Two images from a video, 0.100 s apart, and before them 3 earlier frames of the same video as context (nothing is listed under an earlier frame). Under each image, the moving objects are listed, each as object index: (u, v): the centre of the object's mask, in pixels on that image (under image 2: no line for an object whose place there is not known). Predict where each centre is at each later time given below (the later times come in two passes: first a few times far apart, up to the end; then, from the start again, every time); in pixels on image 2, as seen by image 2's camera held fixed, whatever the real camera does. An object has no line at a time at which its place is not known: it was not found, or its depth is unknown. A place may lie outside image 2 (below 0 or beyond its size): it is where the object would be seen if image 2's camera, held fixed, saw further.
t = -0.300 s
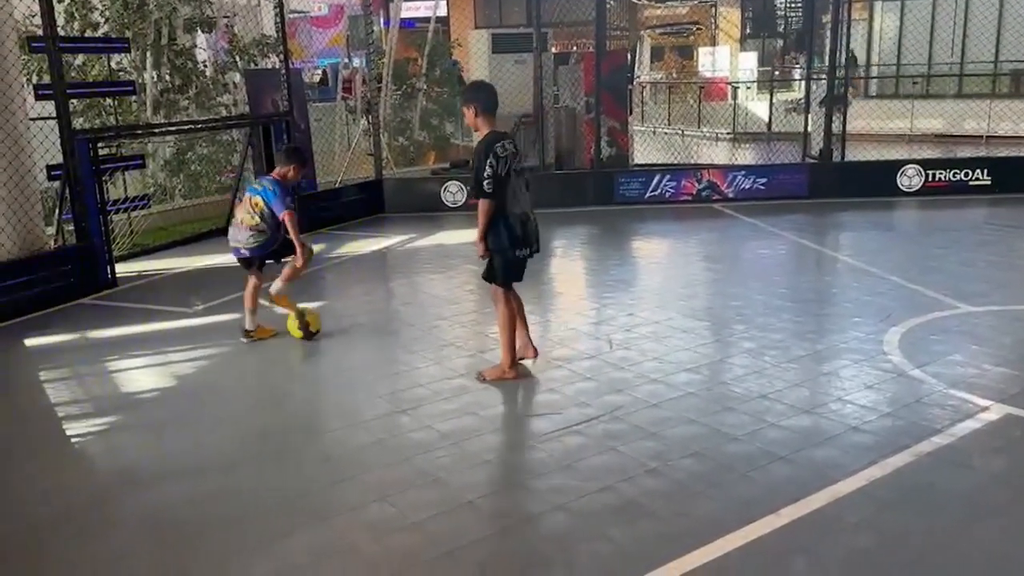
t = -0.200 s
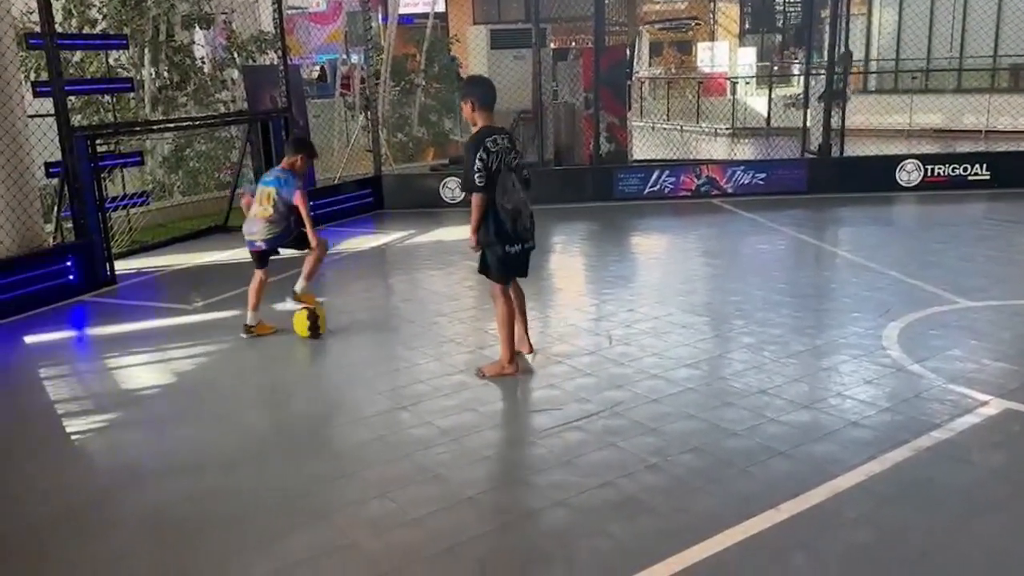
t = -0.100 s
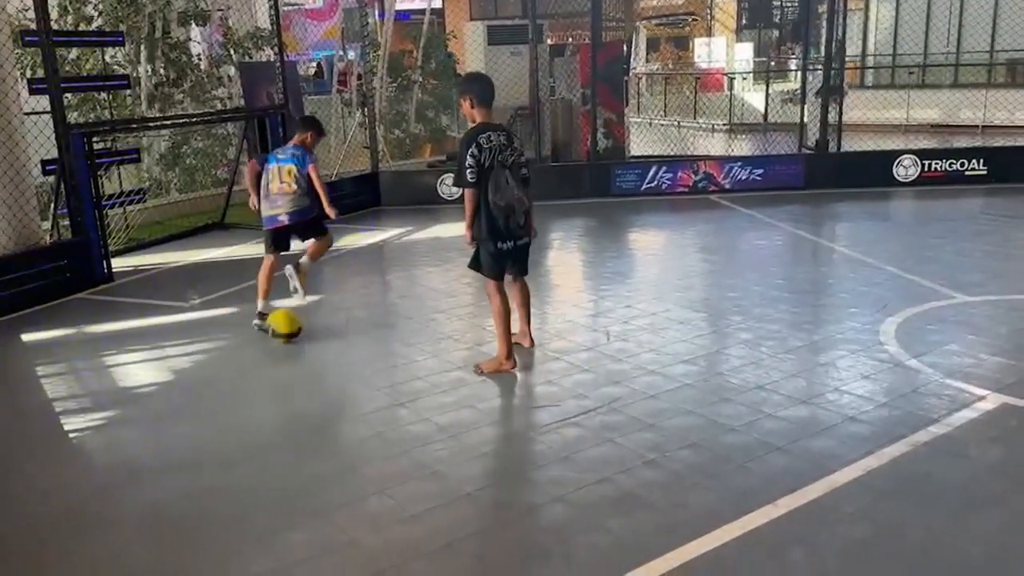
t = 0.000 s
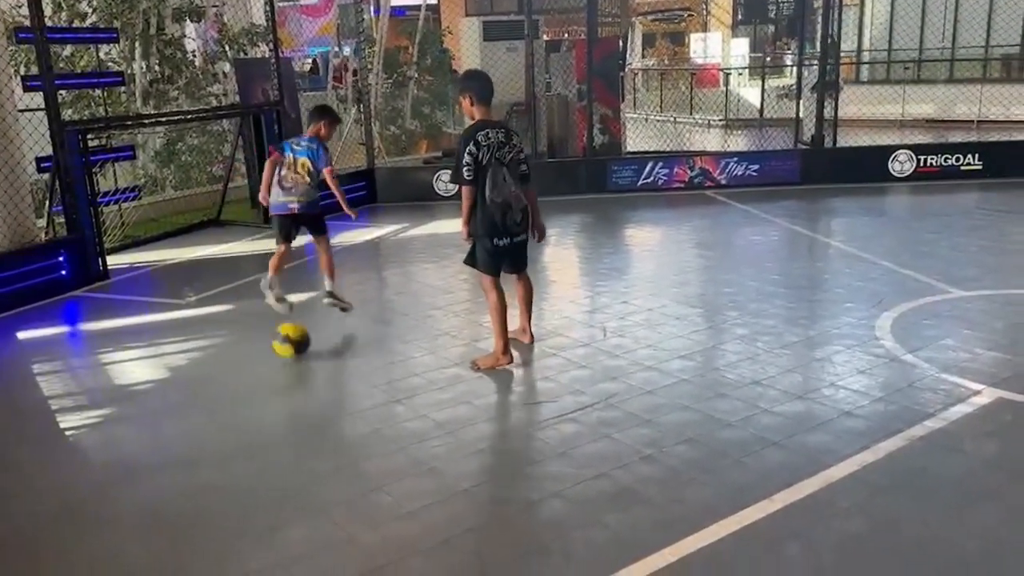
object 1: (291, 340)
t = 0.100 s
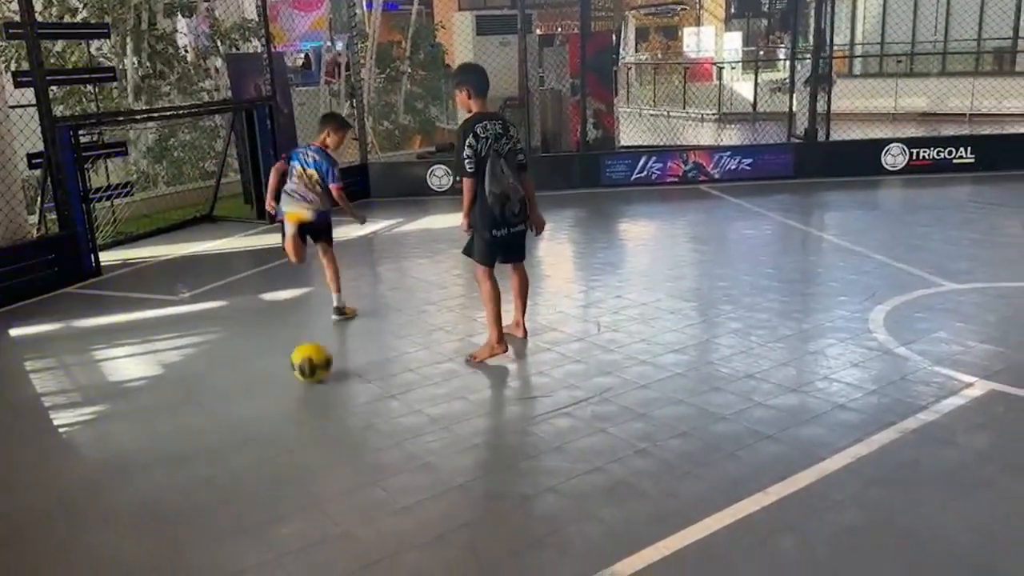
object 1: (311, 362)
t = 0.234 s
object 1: (346, 395)
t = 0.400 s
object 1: (399, 447)
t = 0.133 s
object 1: (321, 371)
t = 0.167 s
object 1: (328, 379)
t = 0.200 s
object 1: (338, 387)
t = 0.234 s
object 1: (346, 395)
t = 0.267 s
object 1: (356, 404)
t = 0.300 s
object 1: (367, 415)
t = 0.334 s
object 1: (376, 425)
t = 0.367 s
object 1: (388, 436)
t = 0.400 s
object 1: (399, 447)
